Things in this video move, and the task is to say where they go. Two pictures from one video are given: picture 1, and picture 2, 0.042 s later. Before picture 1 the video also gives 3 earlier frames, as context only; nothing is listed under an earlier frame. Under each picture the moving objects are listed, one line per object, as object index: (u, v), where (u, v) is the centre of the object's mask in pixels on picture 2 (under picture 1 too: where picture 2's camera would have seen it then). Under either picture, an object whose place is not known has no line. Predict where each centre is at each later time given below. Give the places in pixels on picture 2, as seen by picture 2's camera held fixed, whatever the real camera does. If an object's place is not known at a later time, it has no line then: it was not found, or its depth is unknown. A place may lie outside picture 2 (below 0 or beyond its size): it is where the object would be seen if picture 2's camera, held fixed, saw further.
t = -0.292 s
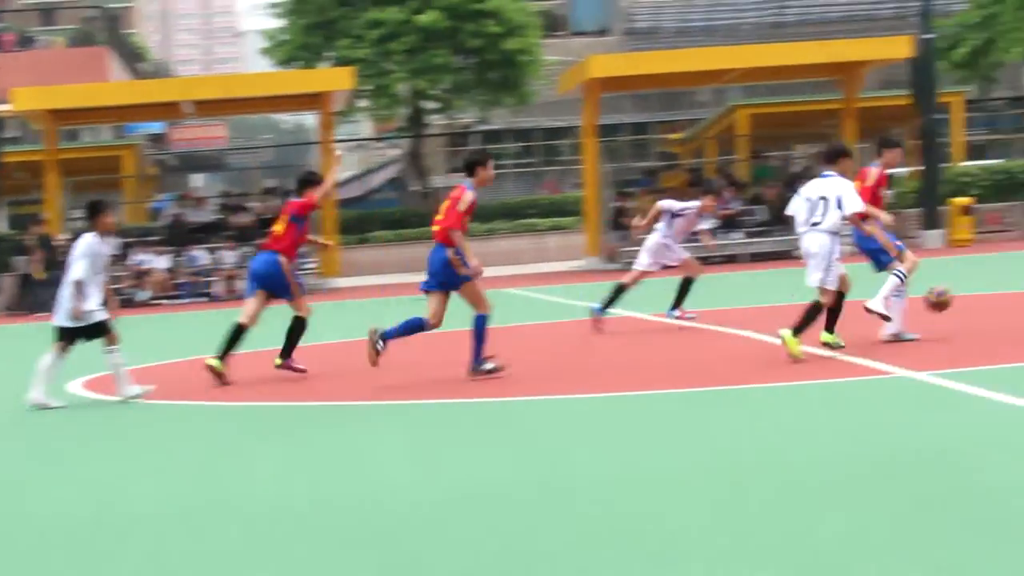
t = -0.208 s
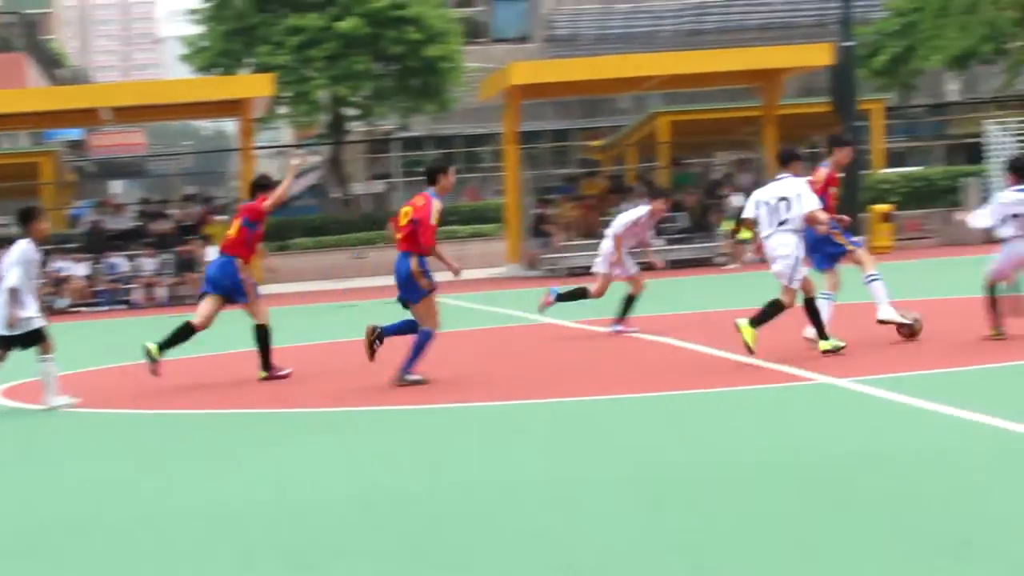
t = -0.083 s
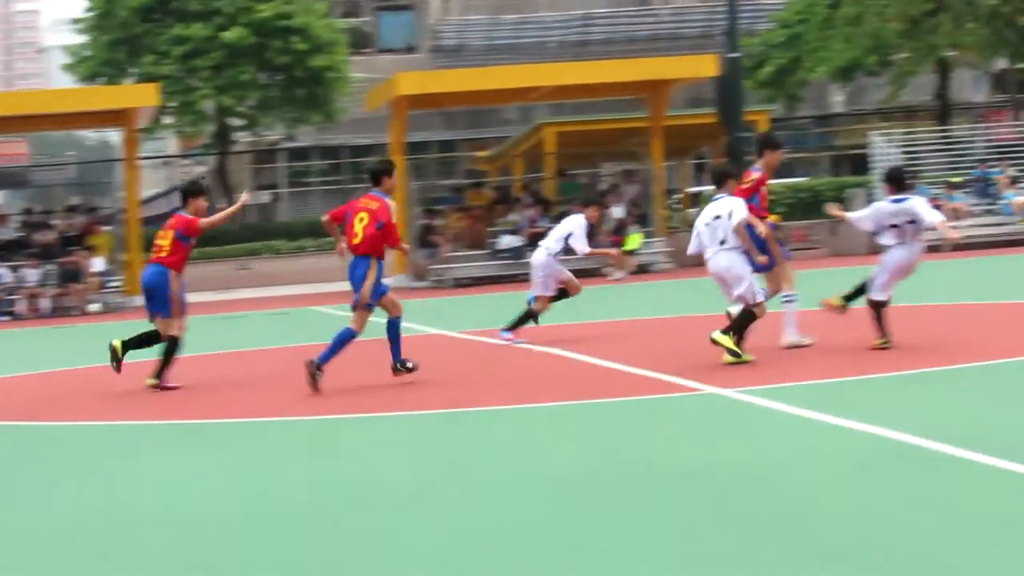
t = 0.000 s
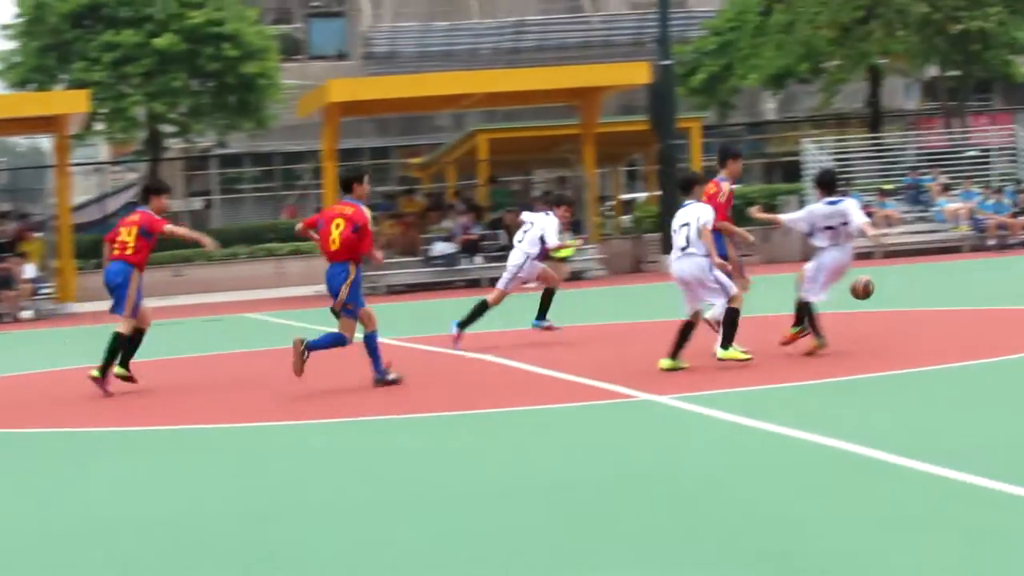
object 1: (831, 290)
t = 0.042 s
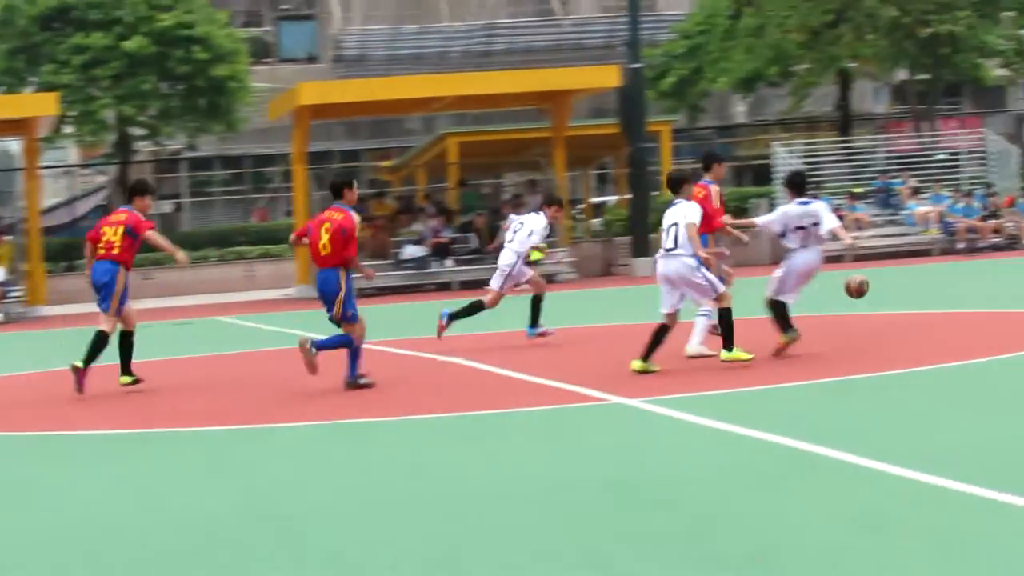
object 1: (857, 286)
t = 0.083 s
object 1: (881, 284)
